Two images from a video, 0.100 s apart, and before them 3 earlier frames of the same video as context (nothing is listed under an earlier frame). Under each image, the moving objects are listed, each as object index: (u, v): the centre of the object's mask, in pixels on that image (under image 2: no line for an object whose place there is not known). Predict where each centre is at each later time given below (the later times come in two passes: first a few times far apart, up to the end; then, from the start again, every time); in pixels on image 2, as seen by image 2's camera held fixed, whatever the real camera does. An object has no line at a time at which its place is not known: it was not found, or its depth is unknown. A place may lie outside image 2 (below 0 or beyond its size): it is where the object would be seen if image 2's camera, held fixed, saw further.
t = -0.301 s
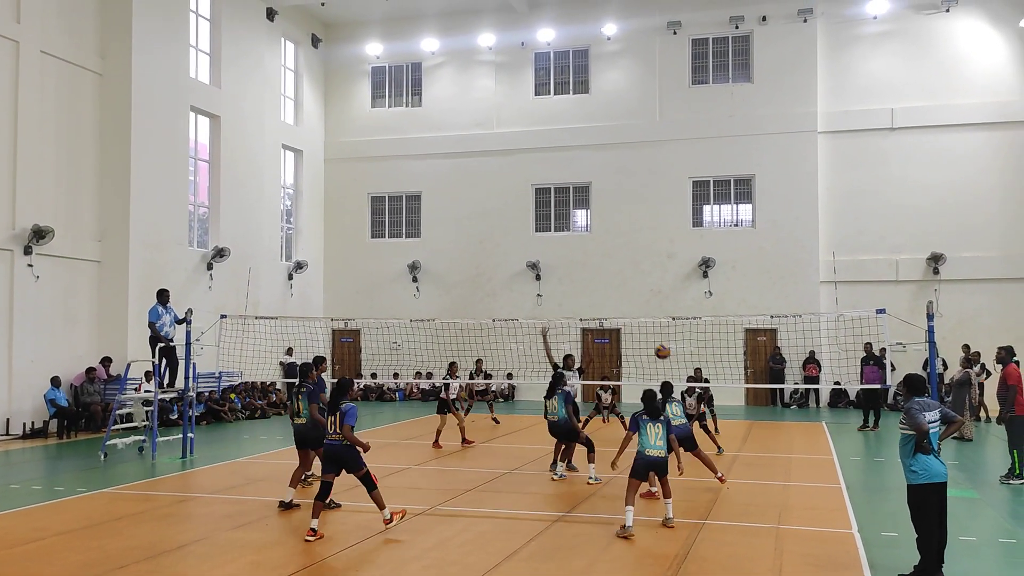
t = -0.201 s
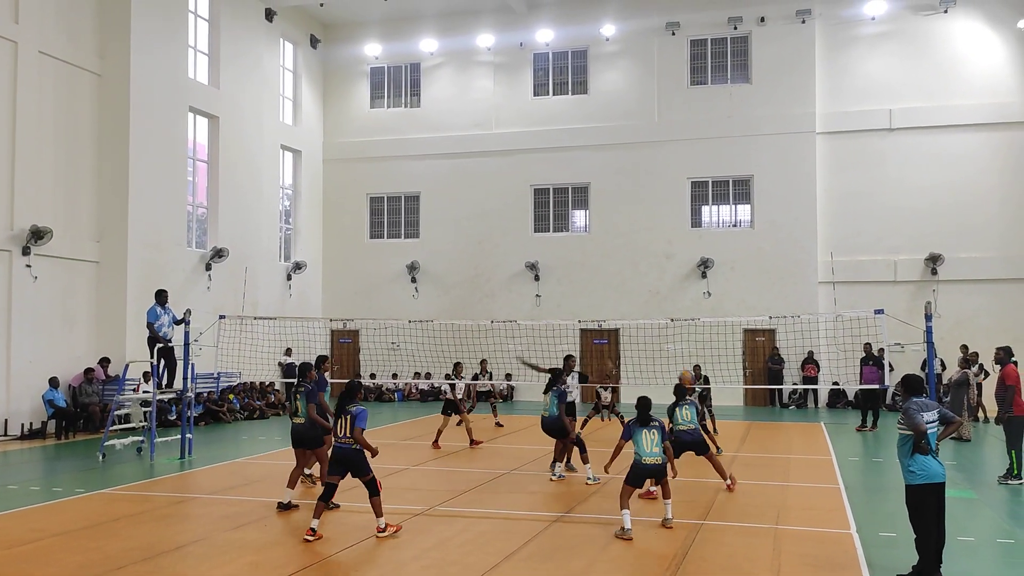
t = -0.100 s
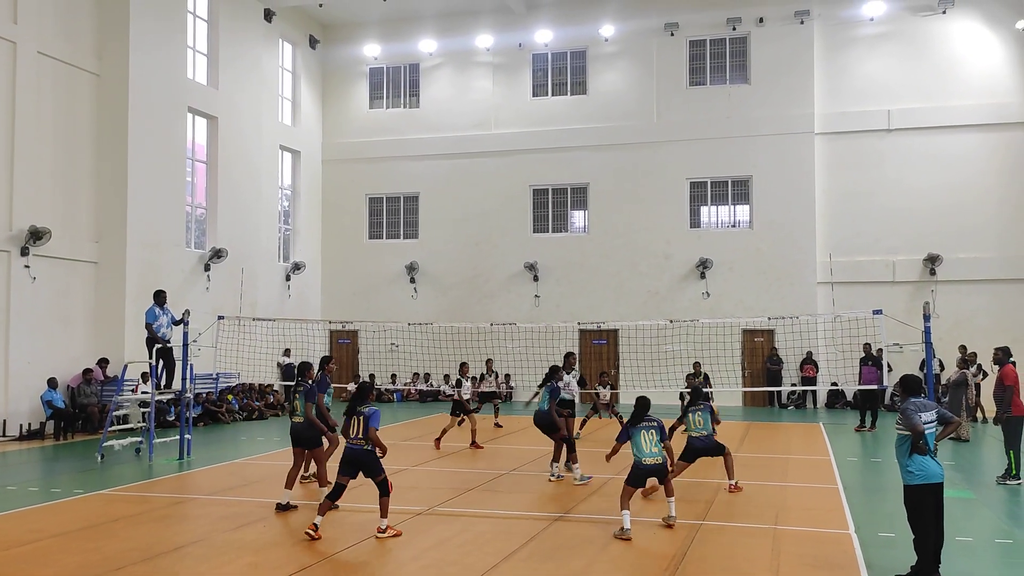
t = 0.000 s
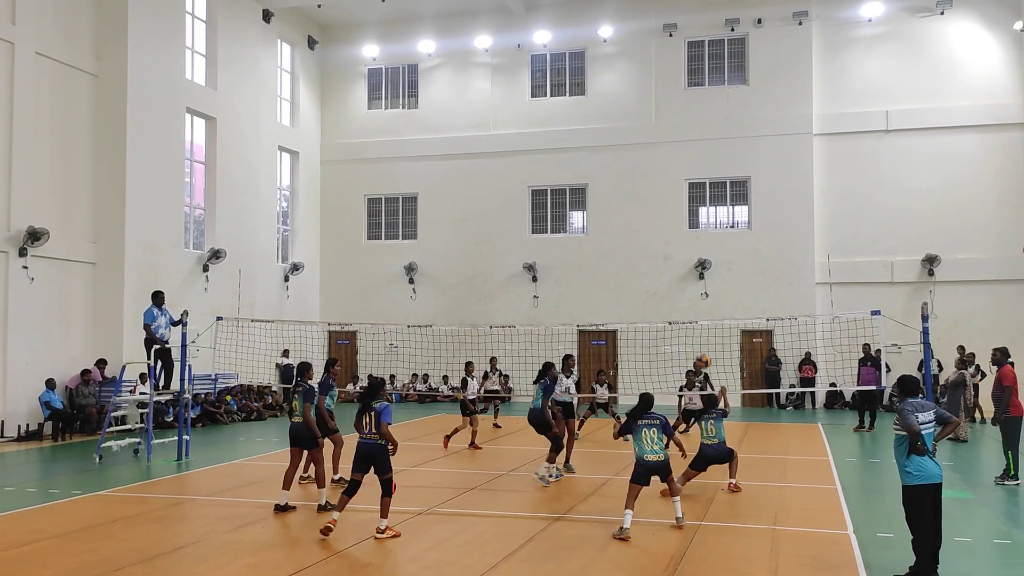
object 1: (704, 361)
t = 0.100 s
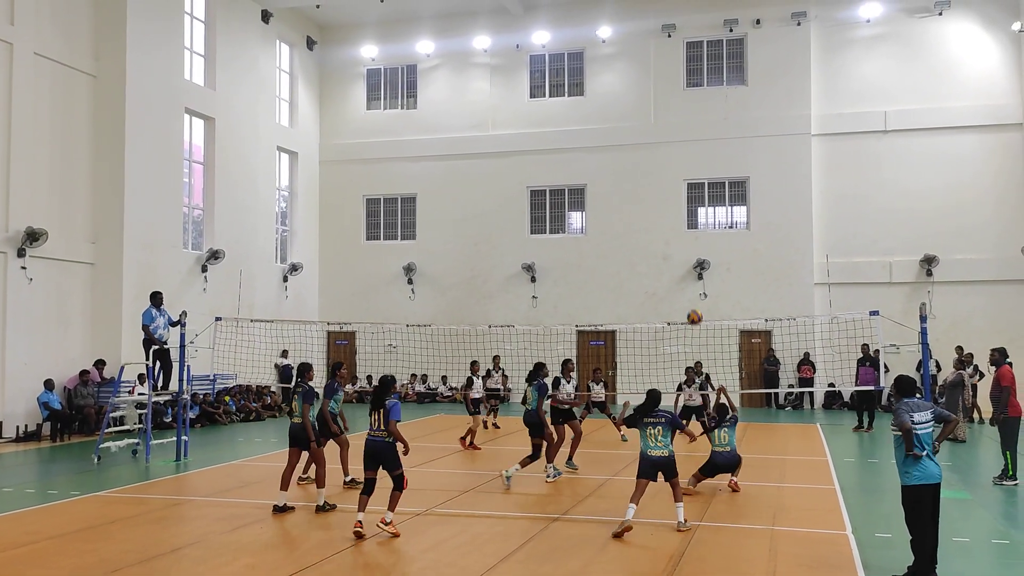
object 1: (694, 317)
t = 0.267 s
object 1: (682, 262)
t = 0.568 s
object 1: (664, 216)
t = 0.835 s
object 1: (648, 226)
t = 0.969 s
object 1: (641, 247)
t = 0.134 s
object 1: (692, 305)
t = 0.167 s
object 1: (690, 292)
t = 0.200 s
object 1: (687, 281)
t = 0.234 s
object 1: (685, 272)
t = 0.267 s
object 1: (682, 262)
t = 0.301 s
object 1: (680, 254)
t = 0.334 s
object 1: (678, 247)
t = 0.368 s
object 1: (676, 240)
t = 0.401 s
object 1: (674, 234)
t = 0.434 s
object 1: (672, 229)
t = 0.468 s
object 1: (670, 224)
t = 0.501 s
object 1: (668, 221)
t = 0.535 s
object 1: (666, 218)
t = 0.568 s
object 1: (664, 216)
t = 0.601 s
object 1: (661, 215)
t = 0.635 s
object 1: (659, 215)
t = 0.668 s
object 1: (658, 215)
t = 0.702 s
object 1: (656, 216)
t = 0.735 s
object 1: (654, 217)
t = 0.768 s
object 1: (652, 220)
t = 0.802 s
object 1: (650, 223)
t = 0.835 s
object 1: (648, 226)
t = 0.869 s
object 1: (646, 231)
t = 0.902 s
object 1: (645, 235)
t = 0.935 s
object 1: (643, 241)
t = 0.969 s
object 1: (641, 247)
